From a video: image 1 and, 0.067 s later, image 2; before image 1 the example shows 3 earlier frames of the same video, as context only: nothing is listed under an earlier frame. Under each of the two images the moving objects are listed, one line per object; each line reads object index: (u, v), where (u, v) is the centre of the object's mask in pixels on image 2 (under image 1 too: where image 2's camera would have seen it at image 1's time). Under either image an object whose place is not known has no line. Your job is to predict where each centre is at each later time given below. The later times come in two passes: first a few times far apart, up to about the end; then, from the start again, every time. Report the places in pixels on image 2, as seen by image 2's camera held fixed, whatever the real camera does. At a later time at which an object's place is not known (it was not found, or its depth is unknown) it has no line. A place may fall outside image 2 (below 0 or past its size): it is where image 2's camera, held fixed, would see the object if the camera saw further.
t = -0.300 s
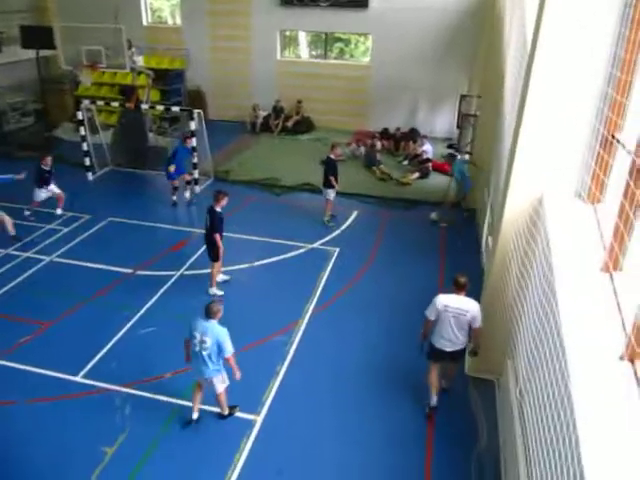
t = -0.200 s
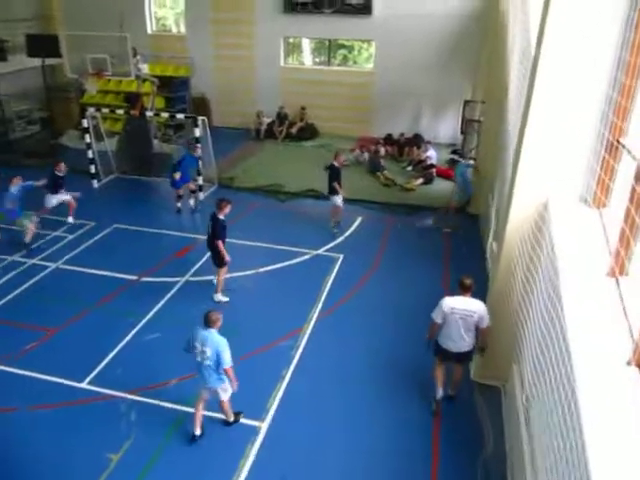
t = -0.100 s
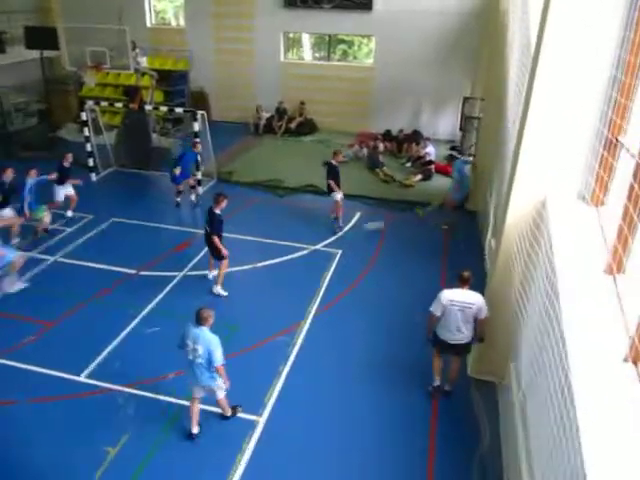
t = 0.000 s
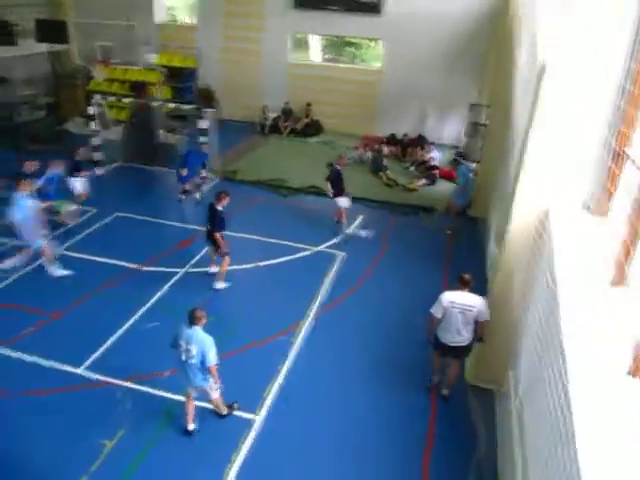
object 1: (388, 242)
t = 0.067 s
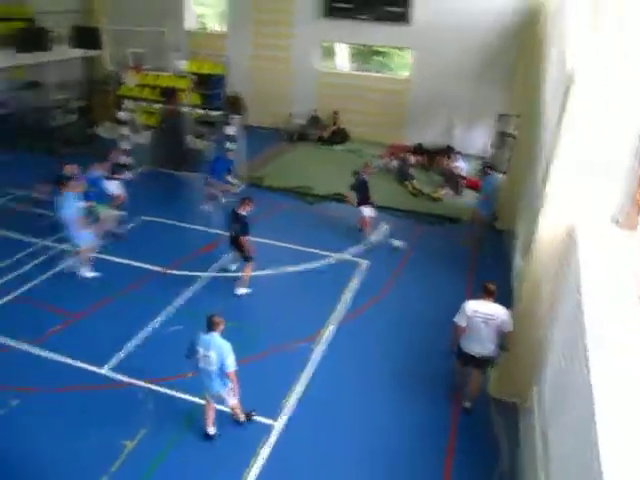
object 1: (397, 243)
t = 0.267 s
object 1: (415, 246)
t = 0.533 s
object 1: (432, 248)
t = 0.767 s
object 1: (446, 249)
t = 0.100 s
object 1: (402, 244)
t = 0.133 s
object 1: (404, 244)
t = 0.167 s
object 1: (407, 245)
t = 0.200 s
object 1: (410, 245)
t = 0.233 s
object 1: (410, 245)
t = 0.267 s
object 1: (415, 246)
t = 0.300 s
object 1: (416, 246)
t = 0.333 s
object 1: (418, 247)
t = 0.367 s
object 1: (421, 247)
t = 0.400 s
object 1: (424, 247)
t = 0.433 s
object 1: (426, 248)
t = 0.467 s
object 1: (427, 247)
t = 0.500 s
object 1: (429, 248)
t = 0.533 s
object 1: (432, 248)
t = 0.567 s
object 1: (433, 248)
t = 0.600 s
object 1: (436, 249)
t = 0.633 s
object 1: (438, 248)
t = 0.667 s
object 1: (439, 249)
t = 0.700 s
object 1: (443, 249)
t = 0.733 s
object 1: (445, 249)
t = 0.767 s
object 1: (446, 249)
